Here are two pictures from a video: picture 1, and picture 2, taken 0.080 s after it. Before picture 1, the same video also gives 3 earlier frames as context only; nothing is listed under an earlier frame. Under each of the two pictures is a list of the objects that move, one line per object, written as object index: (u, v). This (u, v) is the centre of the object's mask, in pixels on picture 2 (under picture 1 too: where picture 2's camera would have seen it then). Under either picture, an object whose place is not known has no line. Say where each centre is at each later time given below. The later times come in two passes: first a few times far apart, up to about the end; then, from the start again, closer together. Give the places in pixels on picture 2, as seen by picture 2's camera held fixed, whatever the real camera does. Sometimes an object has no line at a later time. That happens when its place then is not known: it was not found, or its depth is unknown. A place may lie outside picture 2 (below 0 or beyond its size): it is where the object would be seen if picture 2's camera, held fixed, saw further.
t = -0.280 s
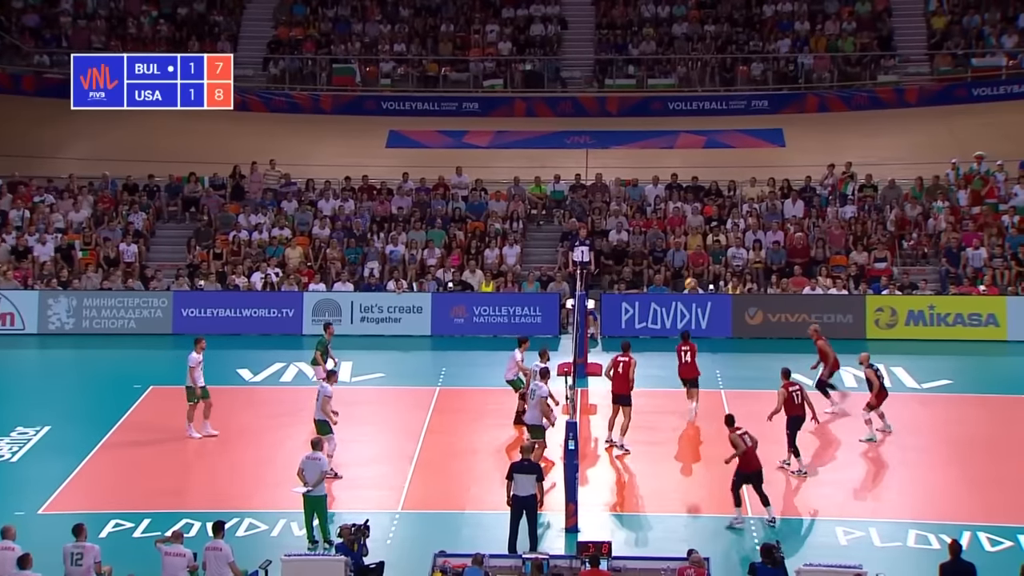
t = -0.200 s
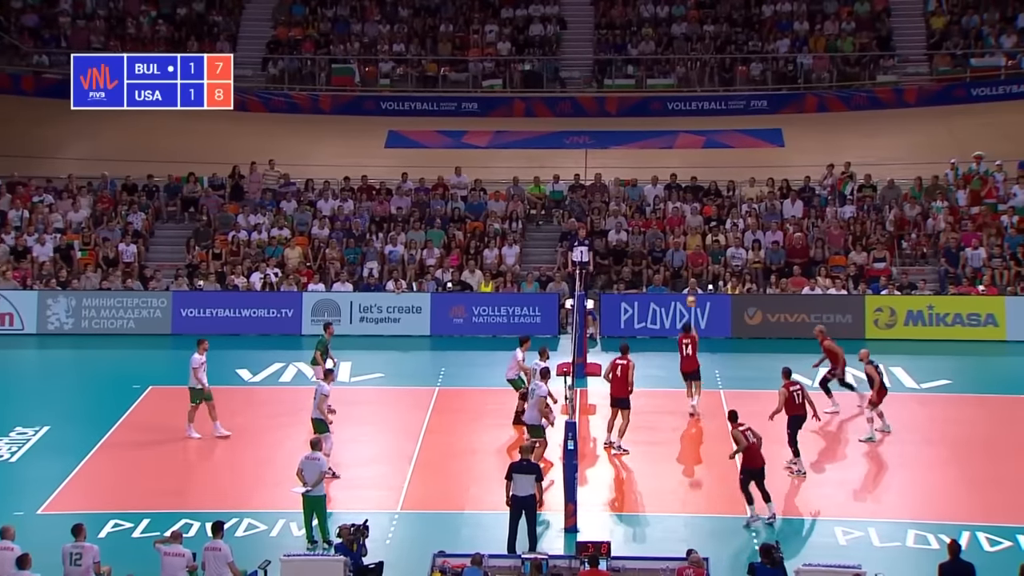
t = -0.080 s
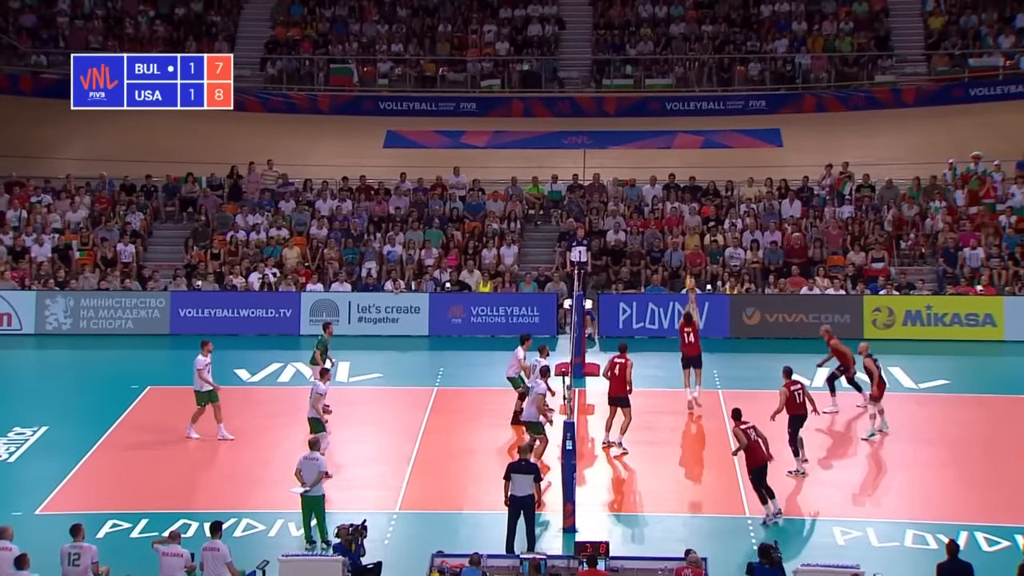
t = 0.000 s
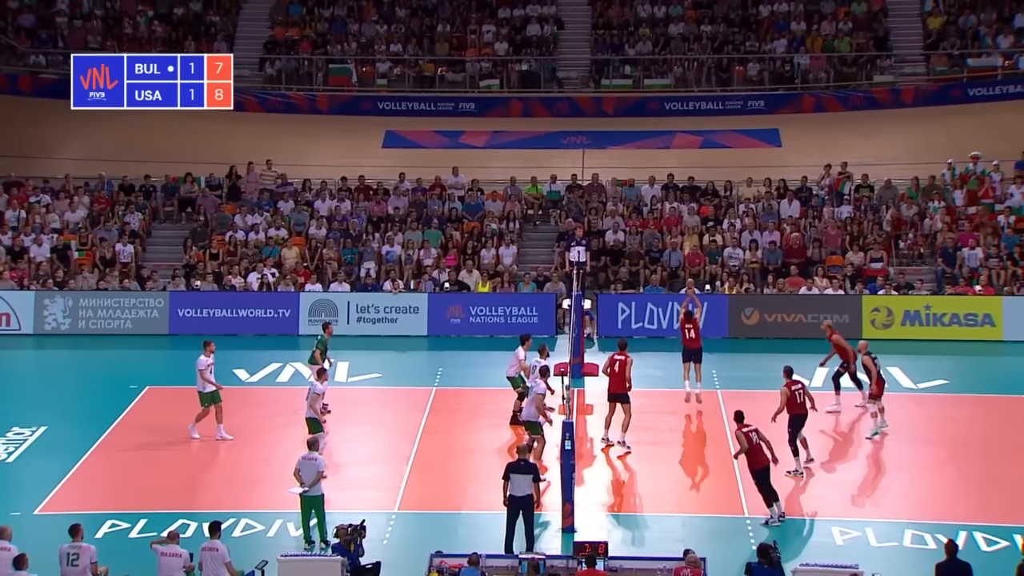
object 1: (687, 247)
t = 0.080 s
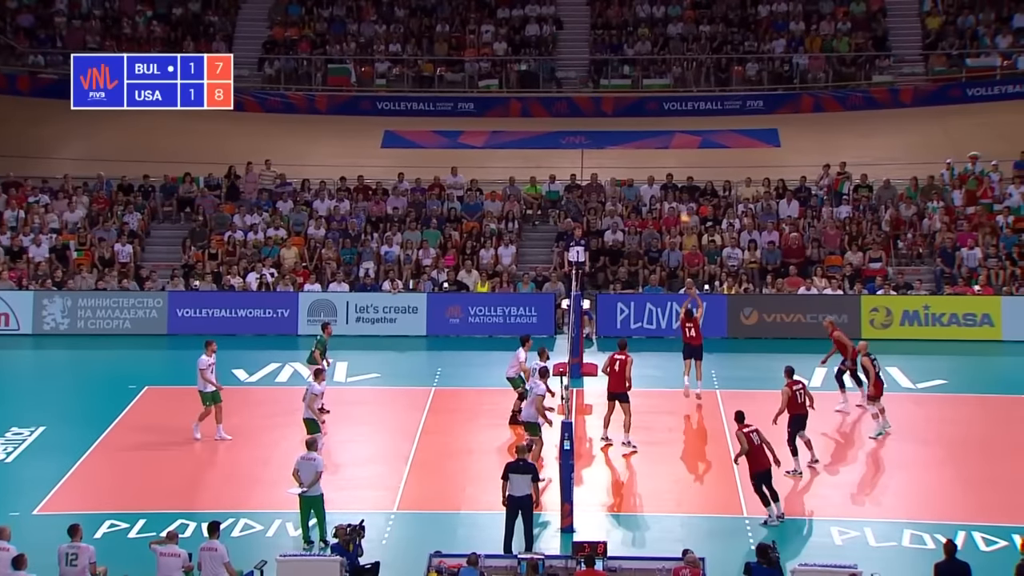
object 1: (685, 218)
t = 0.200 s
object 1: (682, 179)
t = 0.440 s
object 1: (677, 122)
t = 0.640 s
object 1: (672, 95)
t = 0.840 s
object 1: (667, 89)
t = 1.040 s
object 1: (662, 105)
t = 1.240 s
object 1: (656, 142)
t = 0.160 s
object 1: (683, 192)
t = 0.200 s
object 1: (682, 179)
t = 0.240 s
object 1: (681, 167)
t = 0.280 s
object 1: (681, 156)
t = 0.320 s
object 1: (679, 144)
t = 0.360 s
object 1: (678, 136)
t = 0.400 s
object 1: (678, 128)
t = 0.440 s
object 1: (677, 122)
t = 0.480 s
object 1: (676, 115)
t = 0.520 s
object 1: (675, 108)
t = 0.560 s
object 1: (675, 103)
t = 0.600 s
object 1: (673, 98)
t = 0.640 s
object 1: (672, 95)
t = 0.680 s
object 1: (672, 93)
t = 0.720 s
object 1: (671, 90)
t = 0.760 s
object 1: (669, 89)
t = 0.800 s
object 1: (669, 89)
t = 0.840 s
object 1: (667, 89)
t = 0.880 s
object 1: (666, 91)
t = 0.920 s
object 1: (665, 93)
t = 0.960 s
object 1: (664, 96)
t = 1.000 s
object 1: (663, 100)
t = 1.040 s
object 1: (662, 105)
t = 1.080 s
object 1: (660, 111)
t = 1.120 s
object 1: (659, 118)
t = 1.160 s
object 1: (658, 125)
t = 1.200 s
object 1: (657, 133)
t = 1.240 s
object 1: (656, 142)
